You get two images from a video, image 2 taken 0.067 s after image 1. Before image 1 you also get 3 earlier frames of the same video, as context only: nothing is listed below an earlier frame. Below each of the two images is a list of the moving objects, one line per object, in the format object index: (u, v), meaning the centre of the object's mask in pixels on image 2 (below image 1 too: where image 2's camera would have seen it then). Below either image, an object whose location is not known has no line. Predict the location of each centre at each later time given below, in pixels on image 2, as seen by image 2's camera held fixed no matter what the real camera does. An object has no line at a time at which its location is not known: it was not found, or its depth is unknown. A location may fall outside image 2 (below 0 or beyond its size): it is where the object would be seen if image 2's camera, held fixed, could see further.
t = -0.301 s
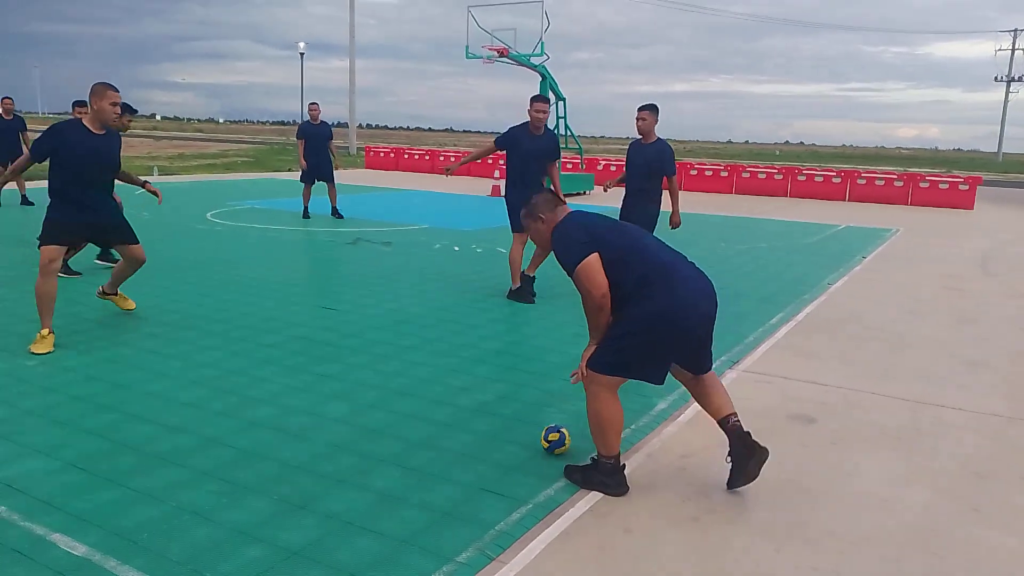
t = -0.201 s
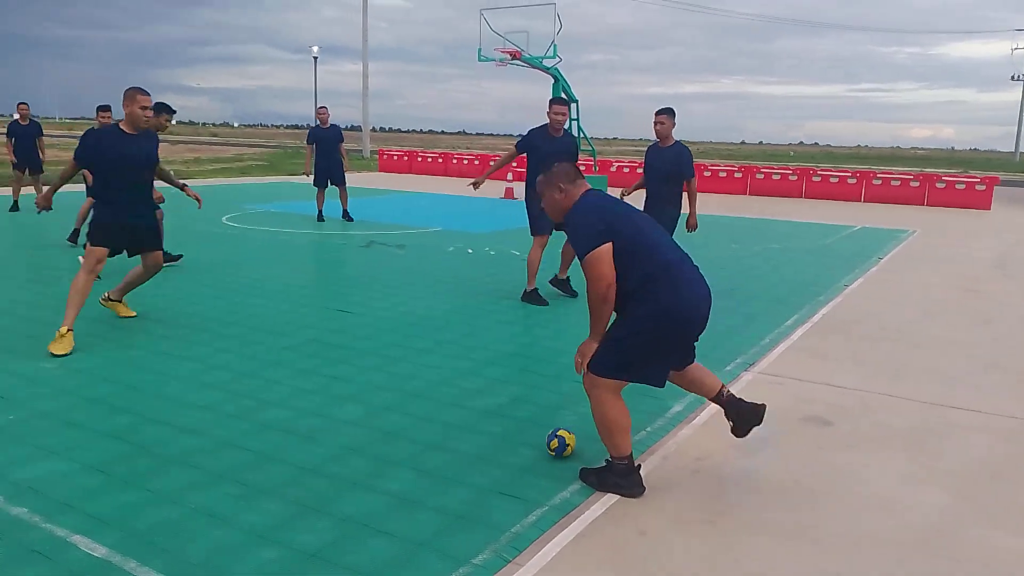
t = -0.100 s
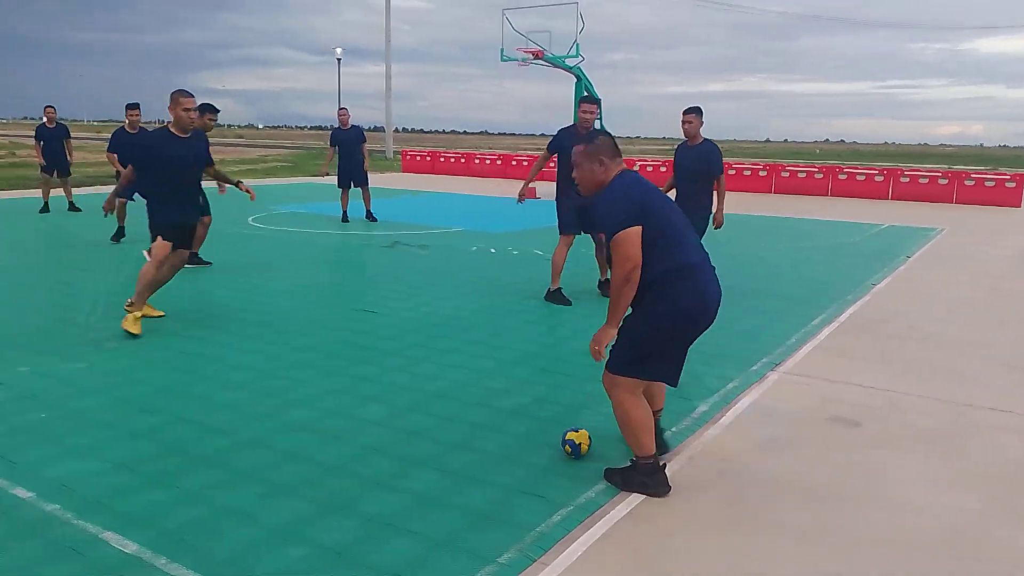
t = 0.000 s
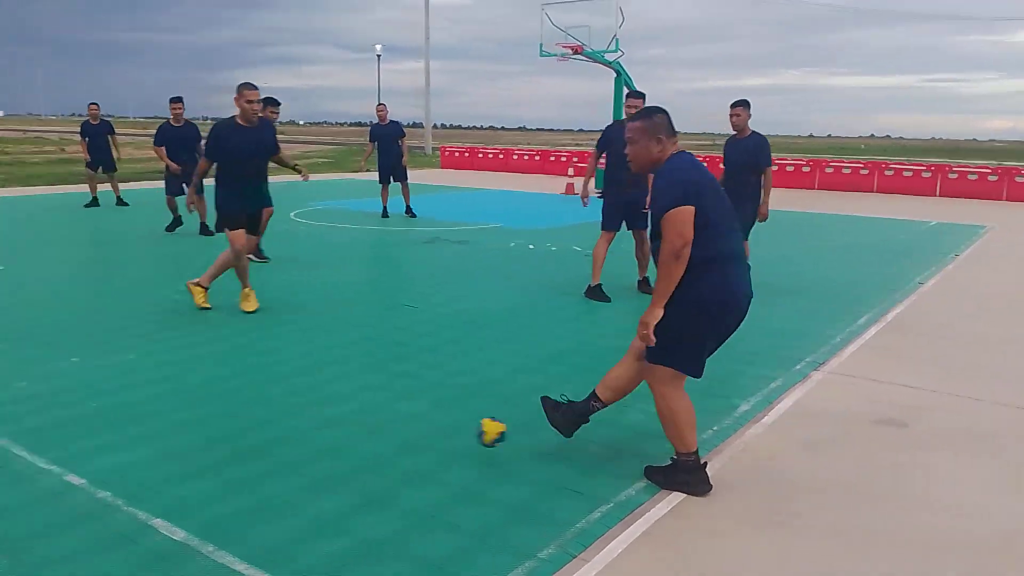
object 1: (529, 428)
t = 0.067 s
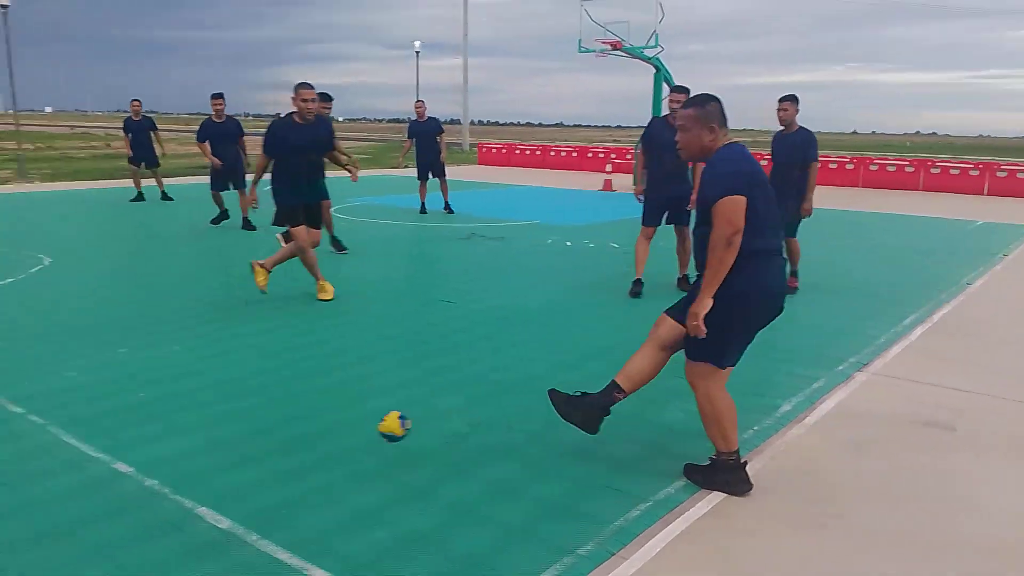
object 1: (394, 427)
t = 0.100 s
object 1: (324, 430)
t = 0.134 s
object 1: (252, 436)
